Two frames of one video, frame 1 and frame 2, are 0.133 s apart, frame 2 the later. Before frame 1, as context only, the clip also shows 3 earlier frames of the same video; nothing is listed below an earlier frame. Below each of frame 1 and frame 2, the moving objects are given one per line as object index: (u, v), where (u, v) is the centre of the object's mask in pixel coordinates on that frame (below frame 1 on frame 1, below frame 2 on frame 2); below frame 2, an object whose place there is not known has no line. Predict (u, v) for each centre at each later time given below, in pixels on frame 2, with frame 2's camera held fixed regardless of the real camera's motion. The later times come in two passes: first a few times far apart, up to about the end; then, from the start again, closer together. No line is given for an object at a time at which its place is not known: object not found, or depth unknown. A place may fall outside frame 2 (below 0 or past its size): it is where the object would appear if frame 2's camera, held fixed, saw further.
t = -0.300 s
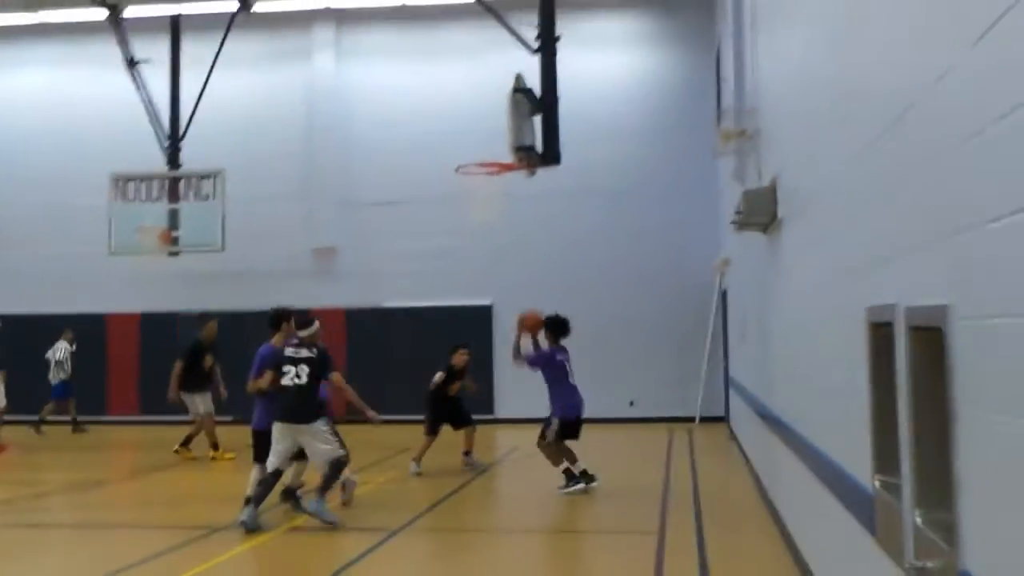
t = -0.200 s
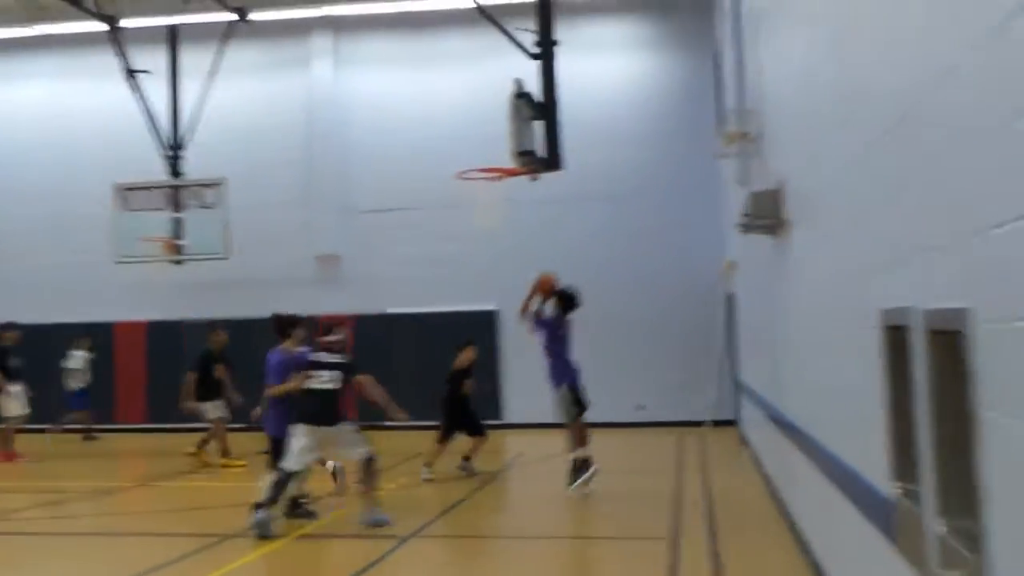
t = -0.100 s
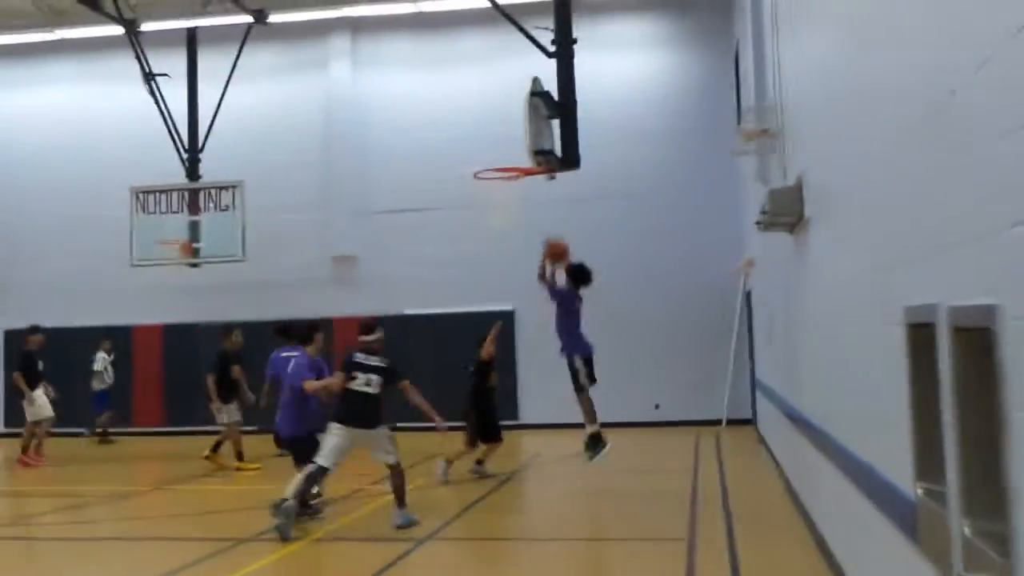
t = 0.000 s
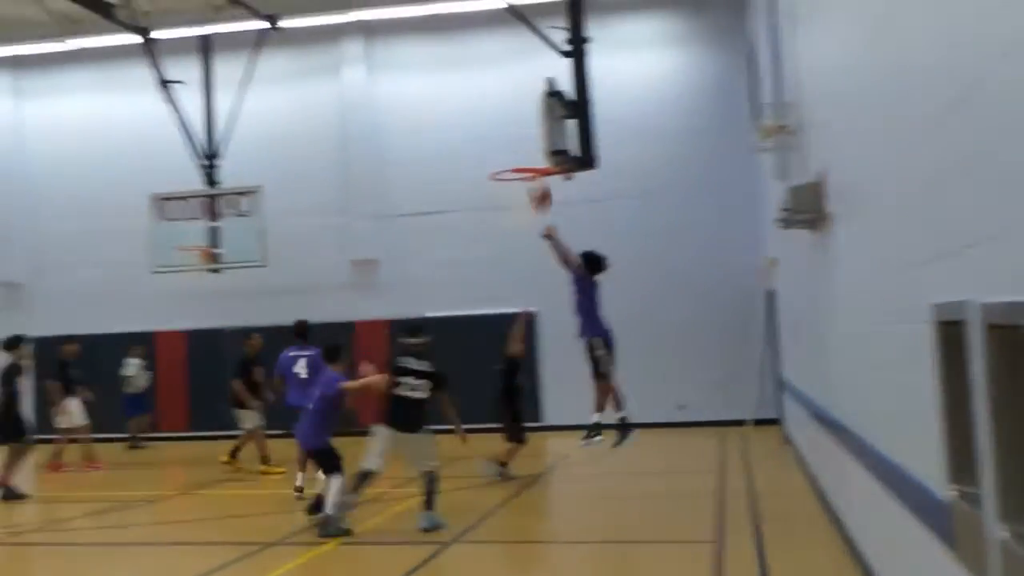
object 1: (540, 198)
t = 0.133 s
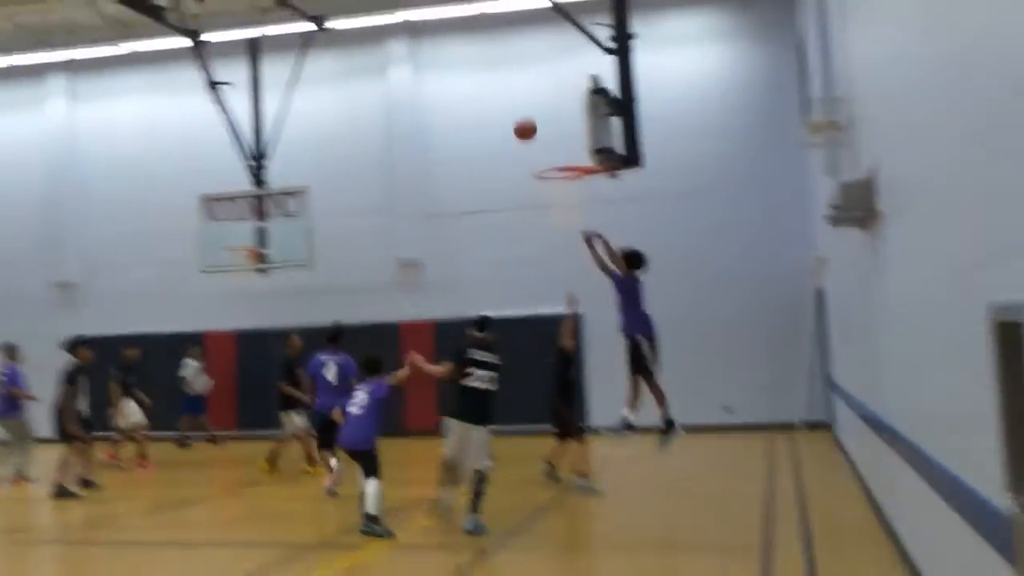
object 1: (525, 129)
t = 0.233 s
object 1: (485, 95)
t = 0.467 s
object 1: (407, 58)
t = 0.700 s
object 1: (346, 67)
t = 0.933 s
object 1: (295, 114)
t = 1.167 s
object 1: (251, 191)
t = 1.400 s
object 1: (255, 221)
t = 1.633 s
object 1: (302, 188)
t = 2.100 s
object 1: (369, 227)
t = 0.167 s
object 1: (511, 116)
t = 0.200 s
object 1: (498, 105)
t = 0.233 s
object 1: (485, 95)
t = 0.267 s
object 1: (474, 87)
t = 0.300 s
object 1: (462, 79)
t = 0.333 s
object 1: (449, 73)
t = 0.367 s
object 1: (438, 67)
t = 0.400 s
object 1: (427, 64)
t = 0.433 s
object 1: (417, 60)
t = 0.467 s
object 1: (407, 58)
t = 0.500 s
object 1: (398, 56)
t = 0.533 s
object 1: (388, 56)
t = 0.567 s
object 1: (379, 57)
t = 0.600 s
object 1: (370, 58)
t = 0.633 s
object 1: (361, 60)
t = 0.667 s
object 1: (354, 64)
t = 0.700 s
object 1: (346, 67)
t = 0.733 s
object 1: (339, 72)
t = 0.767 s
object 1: (331, 77)
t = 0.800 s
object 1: (322, 83)
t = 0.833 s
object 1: (314, 91)
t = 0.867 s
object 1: (308, 98)
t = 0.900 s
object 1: (302, 106)
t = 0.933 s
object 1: (295, 114)
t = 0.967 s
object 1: (288, 123)
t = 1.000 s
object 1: (282, 134)
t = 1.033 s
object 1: (276, 144)
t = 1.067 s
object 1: (269, 155)
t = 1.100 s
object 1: (263, 166)
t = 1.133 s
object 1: (257, 177)
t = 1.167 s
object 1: (251, 191)
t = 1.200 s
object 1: (247, 203)
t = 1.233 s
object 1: (241, 215)
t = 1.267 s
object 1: (236, 229)
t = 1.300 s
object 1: (231, 242)
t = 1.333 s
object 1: (238, 239)
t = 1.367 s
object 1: (247, 230)
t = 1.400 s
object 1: (255, 221)
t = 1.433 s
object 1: (265, 214)
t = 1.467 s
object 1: (275, 208)
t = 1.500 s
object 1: (283, 203)
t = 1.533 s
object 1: (290, 197)
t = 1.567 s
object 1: (293, 194)
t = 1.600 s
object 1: (297, 191)
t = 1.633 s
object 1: (302, 188)
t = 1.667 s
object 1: (306, 186)
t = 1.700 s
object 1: (311, 184)
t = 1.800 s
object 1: (324, 184)
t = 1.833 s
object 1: (329, 186)
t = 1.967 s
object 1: (348, 199)
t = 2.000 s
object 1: (354, 205)
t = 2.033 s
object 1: (358, 211)
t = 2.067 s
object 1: (363, 218)
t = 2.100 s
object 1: (369, 227)
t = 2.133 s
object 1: (374, 235)
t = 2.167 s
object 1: (380, 244)
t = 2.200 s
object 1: (385, 255)
